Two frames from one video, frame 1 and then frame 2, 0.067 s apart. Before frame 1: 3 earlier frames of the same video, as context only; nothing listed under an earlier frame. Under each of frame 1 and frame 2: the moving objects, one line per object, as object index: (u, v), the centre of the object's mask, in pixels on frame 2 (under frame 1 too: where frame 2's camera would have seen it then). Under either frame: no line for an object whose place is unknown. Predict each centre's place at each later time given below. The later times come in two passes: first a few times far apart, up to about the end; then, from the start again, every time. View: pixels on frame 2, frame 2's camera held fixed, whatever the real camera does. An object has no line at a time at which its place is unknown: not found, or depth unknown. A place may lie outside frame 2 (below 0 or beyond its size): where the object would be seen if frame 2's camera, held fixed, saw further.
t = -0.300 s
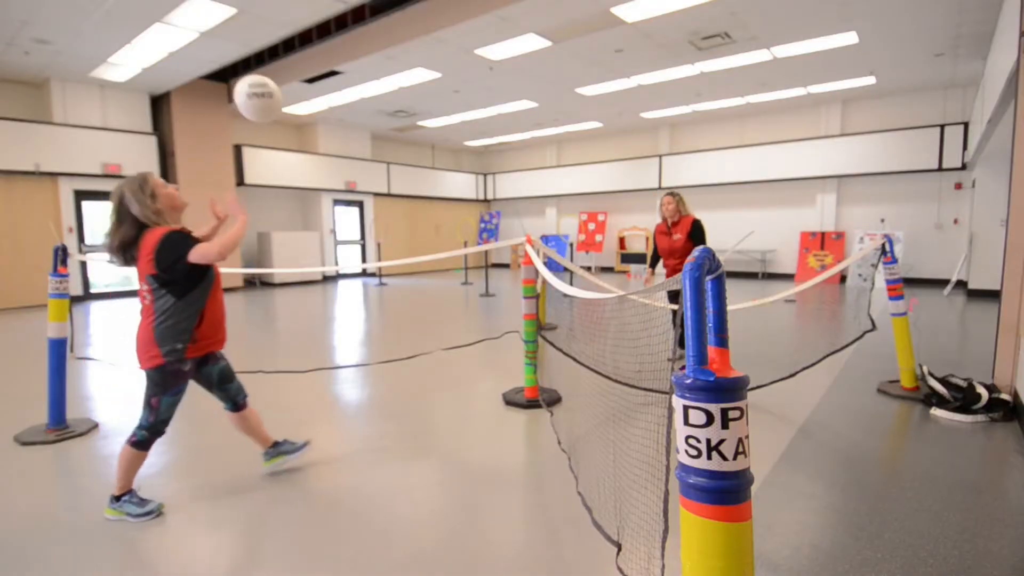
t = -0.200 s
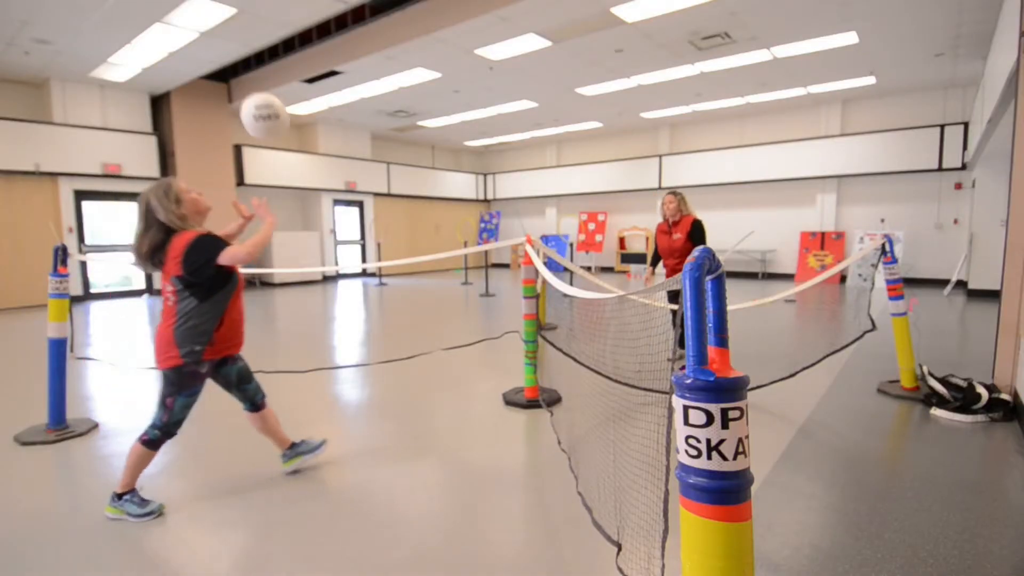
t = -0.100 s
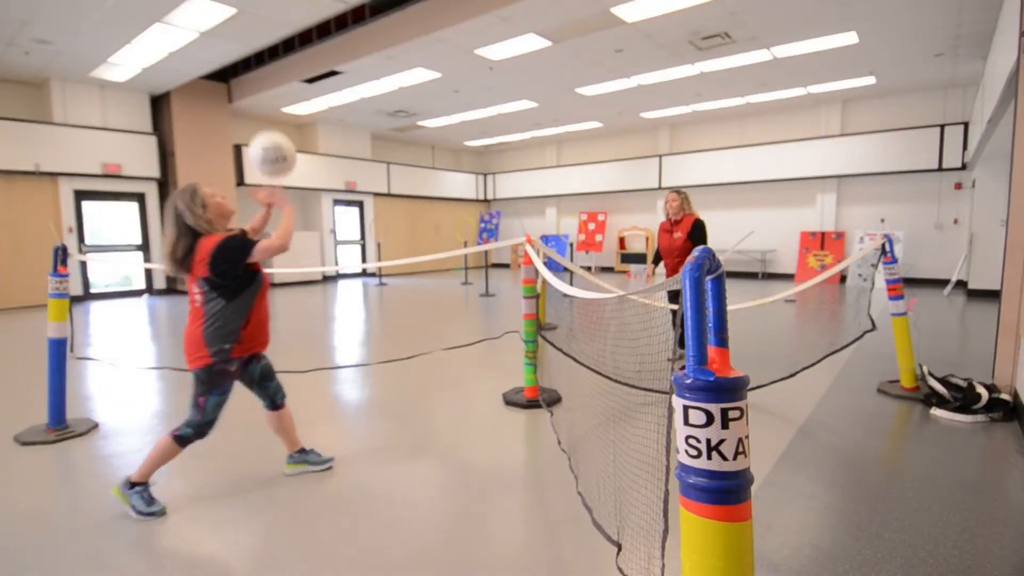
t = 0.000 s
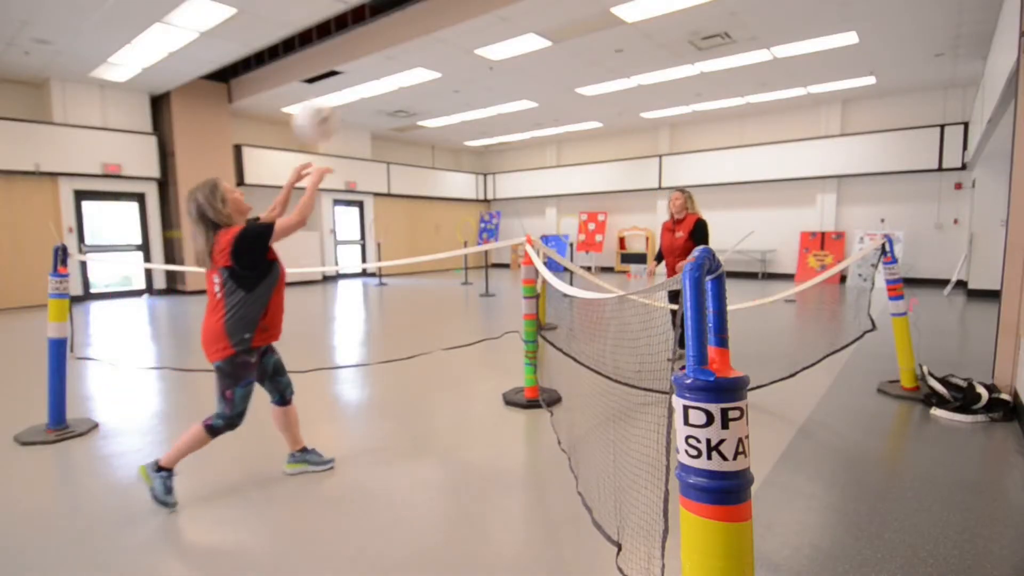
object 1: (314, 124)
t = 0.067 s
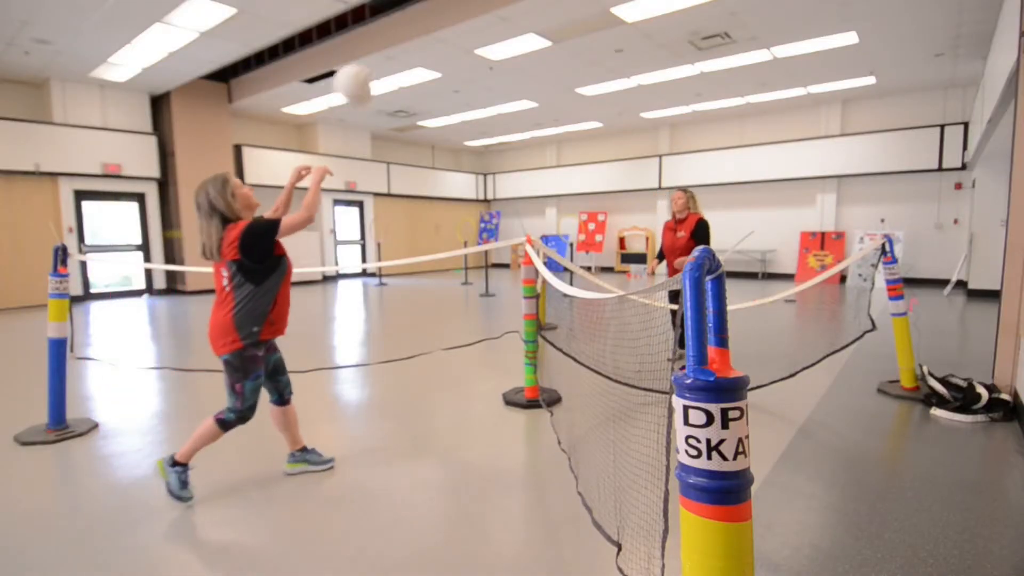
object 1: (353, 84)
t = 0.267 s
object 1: (447, 44)
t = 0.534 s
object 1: (535, 86)
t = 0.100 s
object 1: (370, 71)
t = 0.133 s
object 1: (387, 61)
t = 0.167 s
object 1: (404, 53)
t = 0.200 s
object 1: (419, 48)
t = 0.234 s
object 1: (434, 45)
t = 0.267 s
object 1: (447, 44)
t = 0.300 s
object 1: (461, 43)
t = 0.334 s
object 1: (473, 45)
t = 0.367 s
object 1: (484, 49)
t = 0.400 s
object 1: (496, 54)
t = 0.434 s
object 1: (507, 62)
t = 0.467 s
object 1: (517, 69)
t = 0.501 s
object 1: (526, 77)
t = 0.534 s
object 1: (535, 86)
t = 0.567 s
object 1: (544, 96)
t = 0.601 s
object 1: (552, 107)
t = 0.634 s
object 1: (559, 120)
